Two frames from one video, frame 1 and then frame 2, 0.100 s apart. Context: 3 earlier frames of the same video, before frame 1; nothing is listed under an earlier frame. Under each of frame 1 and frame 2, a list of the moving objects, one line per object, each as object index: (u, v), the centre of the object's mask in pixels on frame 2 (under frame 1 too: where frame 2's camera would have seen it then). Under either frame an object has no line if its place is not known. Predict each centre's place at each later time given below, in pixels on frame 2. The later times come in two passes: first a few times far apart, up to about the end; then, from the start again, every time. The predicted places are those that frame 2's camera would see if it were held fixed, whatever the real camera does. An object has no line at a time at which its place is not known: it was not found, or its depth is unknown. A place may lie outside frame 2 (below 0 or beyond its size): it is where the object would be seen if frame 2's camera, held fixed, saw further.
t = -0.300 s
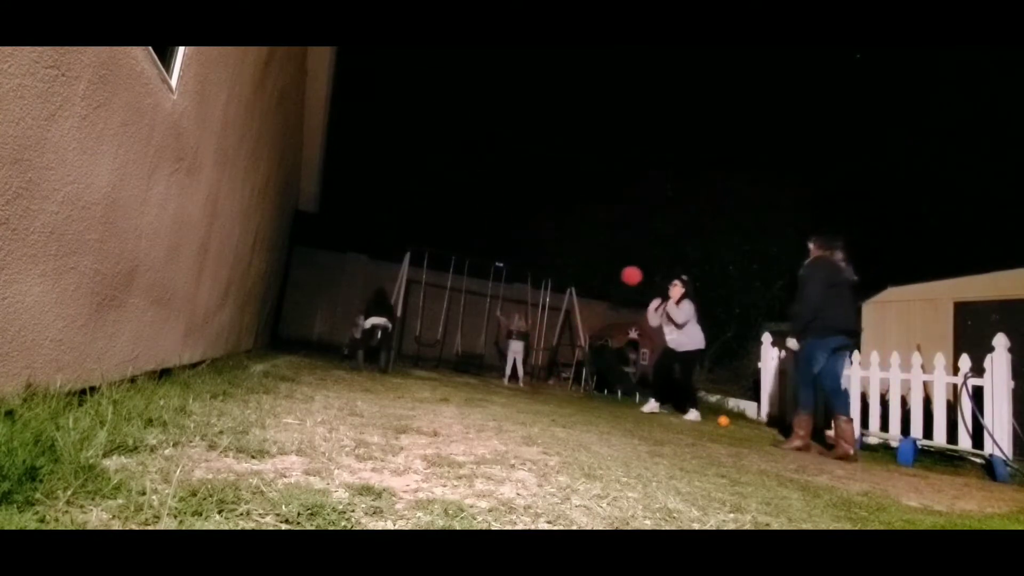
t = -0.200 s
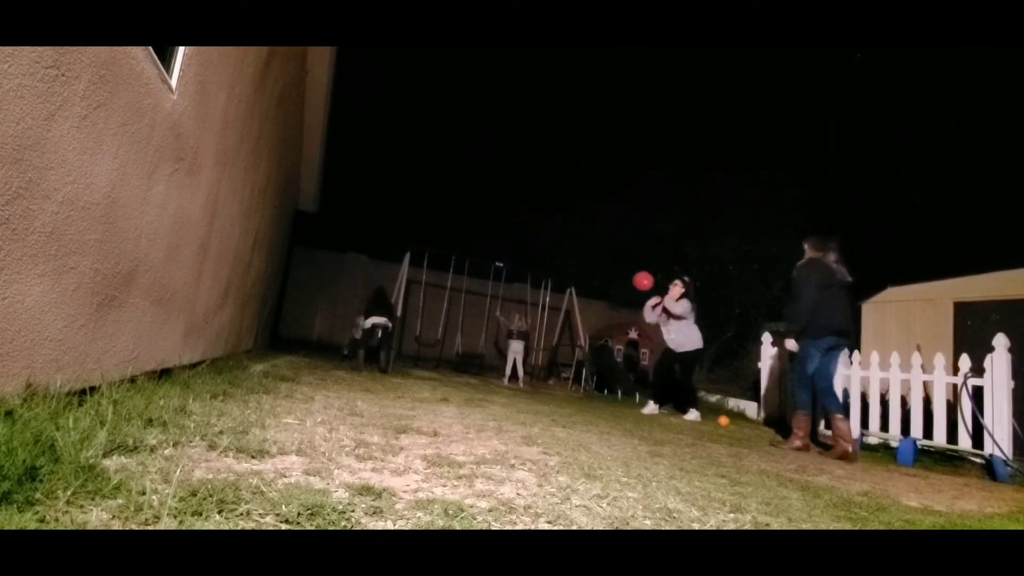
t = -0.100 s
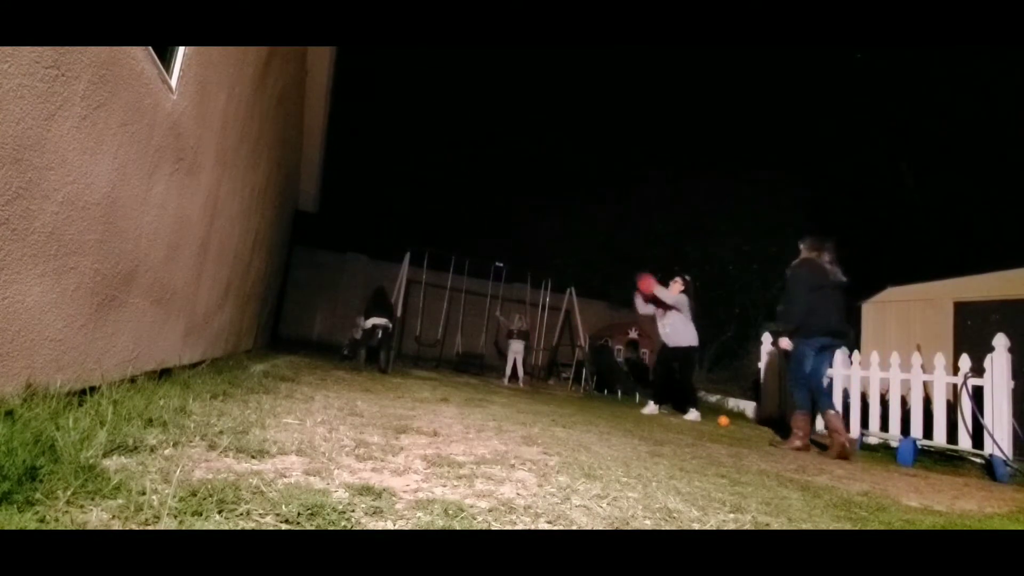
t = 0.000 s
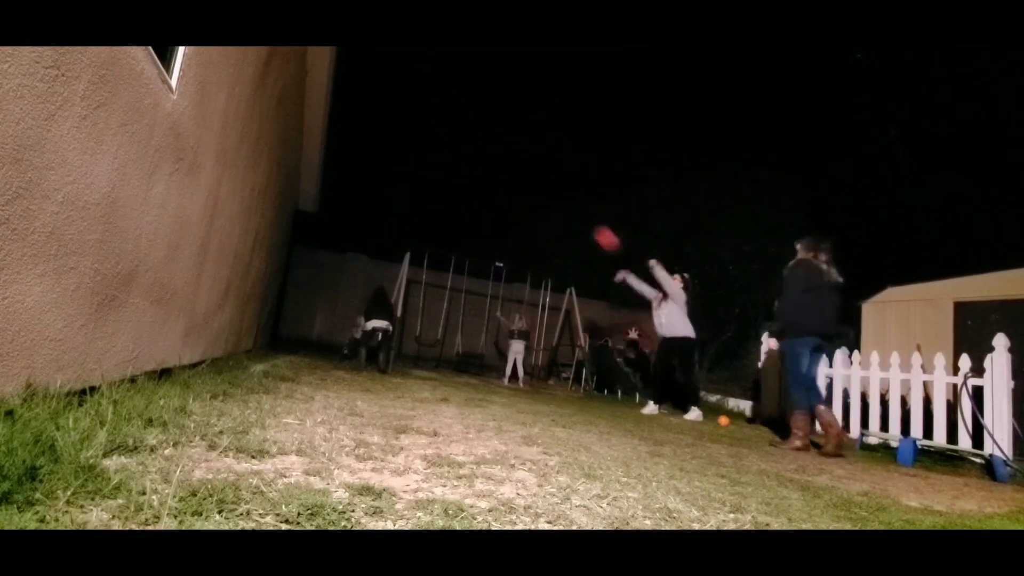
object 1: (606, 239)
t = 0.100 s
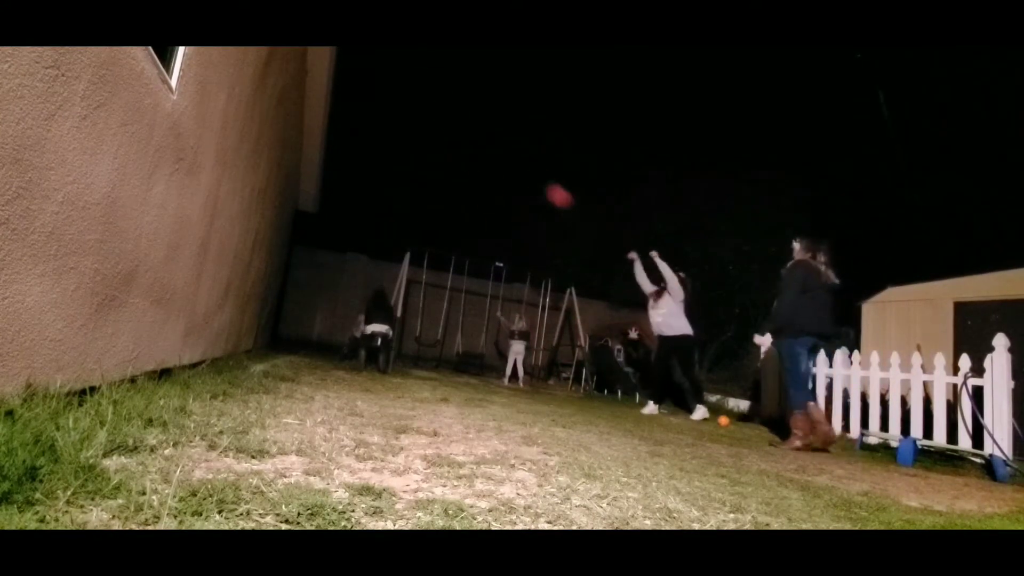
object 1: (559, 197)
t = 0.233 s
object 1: (488, 149)
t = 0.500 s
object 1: (318, 93)
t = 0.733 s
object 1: (394, 162)
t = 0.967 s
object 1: (483, 282)
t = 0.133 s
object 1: (542, 183)
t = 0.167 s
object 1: (525, 171)
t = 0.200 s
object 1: (507, 160)
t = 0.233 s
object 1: (488, 149)
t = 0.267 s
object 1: (469, 139)
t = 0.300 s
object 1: (449, 129)
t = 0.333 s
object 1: (430, 121)
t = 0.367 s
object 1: (408, 113)
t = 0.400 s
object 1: (386, 107)
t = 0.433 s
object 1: (363, 100)
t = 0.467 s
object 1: (339, 95)
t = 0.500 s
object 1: (318, 93)
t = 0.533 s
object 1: (308, 91)
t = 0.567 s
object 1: (315, 97)
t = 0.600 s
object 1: (324, 107)
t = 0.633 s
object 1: (348, 123)
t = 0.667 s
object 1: (364, 134)
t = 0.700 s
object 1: (379, 149)
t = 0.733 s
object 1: (394, 162)
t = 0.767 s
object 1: (408, 177)
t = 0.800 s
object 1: (422, 192)
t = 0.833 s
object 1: (435, 209)
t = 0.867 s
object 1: (447, 226)
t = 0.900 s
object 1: (459, 243)
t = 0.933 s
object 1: (471, 262)
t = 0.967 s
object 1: (483, 282)
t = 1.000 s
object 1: (493, 302)
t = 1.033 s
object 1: (504, 324)
